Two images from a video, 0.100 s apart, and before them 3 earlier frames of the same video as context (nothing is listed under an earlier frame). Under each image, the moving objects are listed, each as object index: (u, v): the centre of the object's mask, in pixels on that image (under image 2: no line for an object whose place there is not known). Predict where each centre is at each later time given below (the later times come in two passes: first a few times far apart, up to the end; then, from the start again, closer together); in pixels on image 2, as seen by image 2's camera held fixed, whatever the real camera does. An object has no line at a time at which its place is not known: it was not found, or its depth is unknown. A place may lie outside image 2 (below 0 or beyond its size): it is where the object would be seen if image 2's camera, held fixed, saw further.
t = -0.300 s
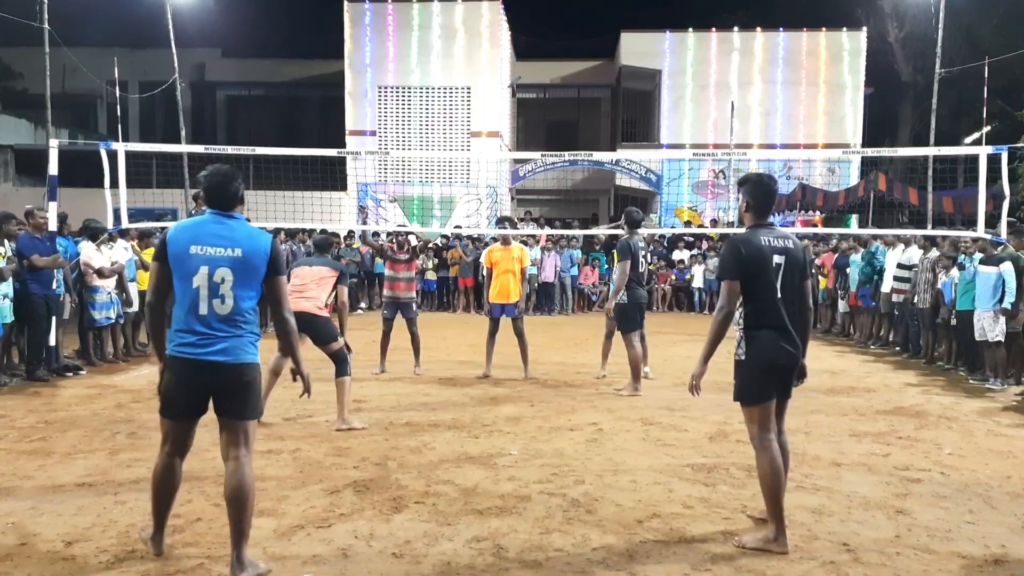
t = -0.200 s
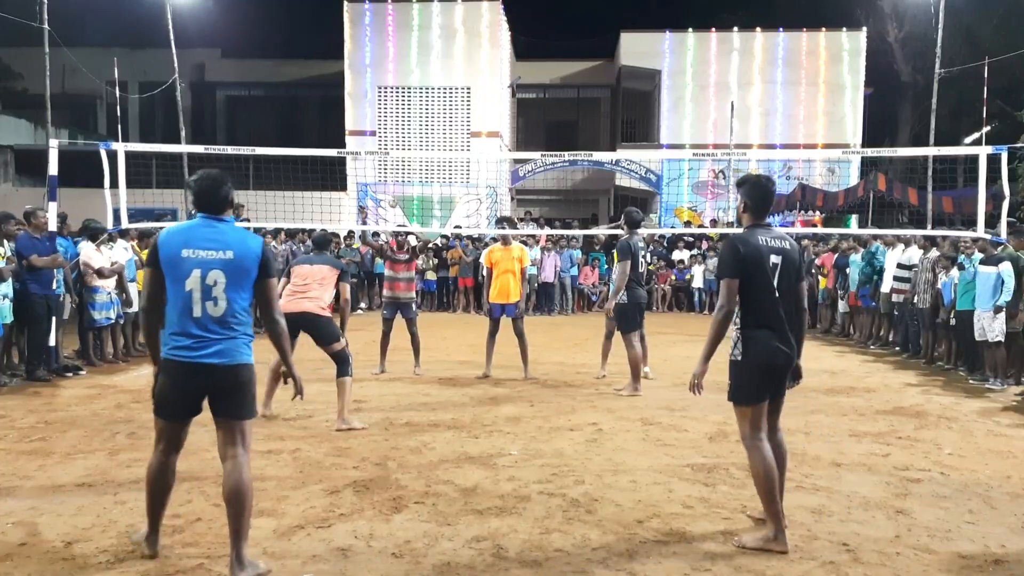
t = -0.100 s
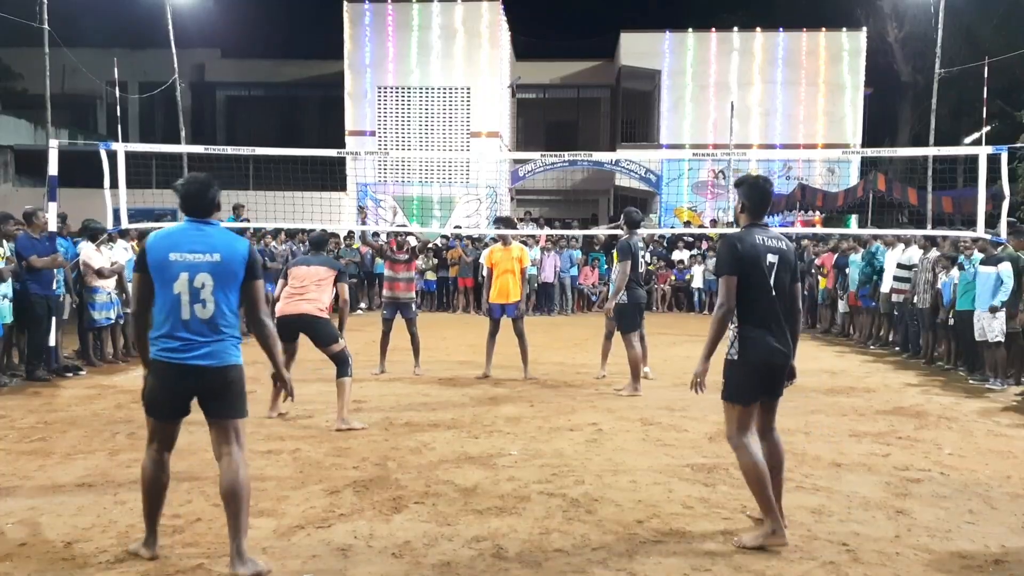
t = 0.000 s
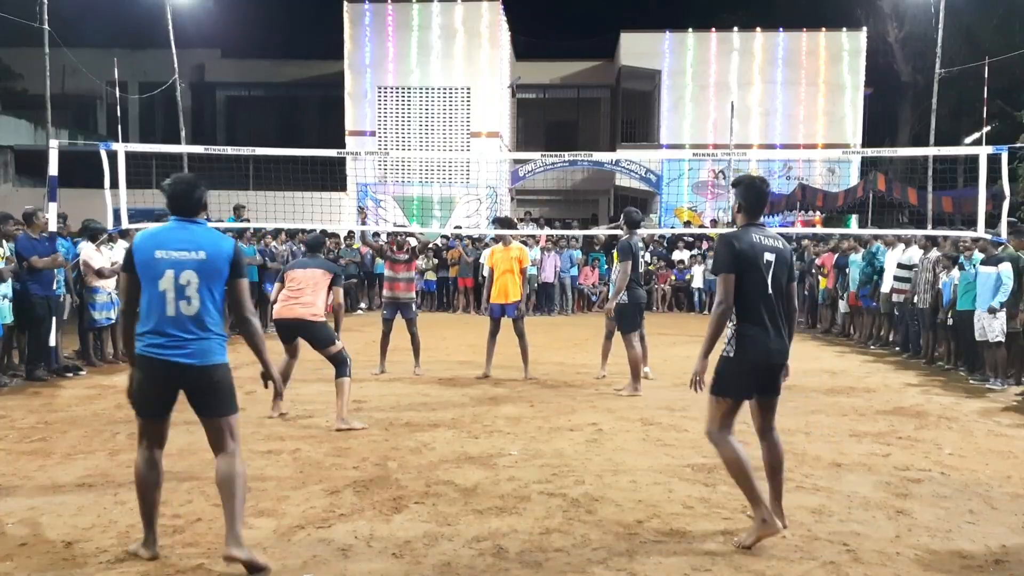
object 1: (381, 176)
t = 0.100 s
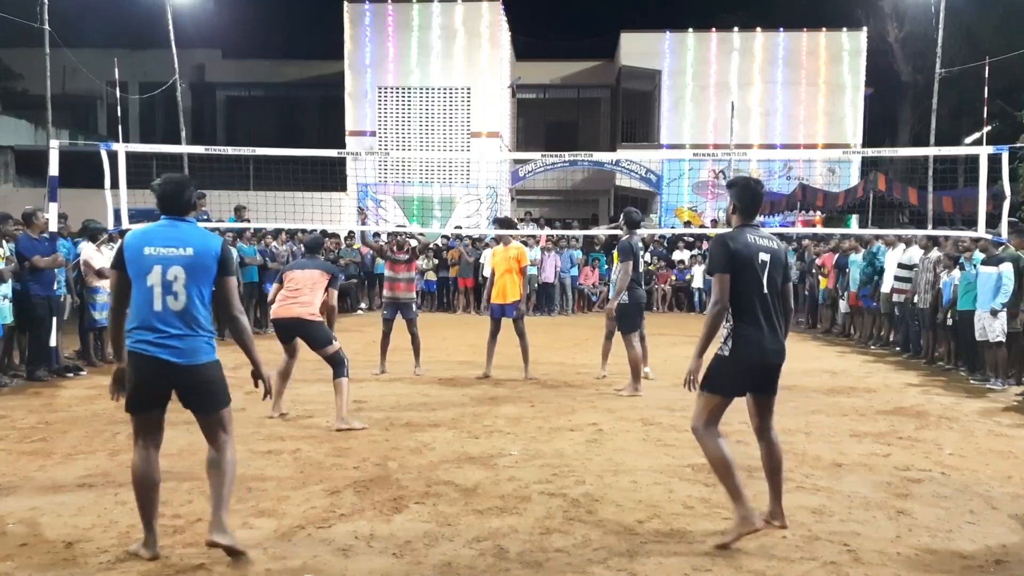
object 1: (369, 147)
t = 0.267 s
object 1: (341, 106)
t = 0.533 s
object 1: (289, 59)
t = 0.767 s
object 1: (230, 49)
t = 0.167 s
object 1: (360, 132)
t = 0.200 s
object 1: (353, 124)
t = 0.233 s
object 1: (347, 113)
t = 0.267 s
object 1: (341, 106)
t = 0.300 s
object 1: (336, 99)
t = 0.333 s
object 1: (330, 92)
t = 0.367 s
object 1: (324, 85)
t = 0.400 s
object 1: (317, 79)
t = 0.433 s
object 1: (310, 73)
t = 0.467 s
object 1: (303, 68)
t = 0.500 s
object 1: (297, 64)
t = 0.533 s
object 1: (289, 59)
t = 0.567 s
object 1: (283, 55)
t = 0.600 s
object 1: (275, 52)
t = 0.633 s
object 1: (266, 50)
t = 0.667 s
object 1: (258, 48)
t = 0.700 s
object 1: (249, 48)
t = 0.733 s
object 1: (239, 48)
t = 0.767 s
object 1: (230, 49)
